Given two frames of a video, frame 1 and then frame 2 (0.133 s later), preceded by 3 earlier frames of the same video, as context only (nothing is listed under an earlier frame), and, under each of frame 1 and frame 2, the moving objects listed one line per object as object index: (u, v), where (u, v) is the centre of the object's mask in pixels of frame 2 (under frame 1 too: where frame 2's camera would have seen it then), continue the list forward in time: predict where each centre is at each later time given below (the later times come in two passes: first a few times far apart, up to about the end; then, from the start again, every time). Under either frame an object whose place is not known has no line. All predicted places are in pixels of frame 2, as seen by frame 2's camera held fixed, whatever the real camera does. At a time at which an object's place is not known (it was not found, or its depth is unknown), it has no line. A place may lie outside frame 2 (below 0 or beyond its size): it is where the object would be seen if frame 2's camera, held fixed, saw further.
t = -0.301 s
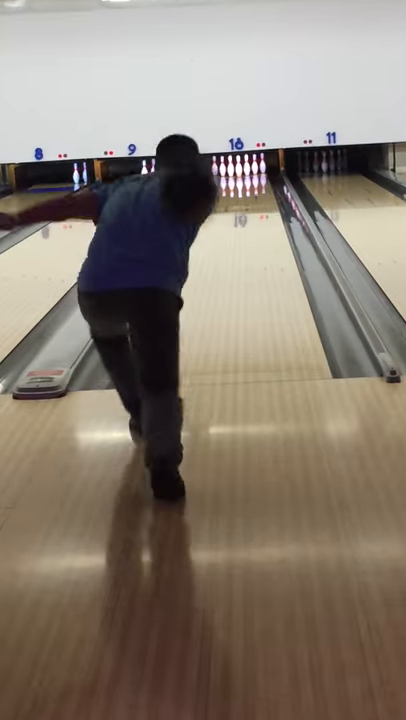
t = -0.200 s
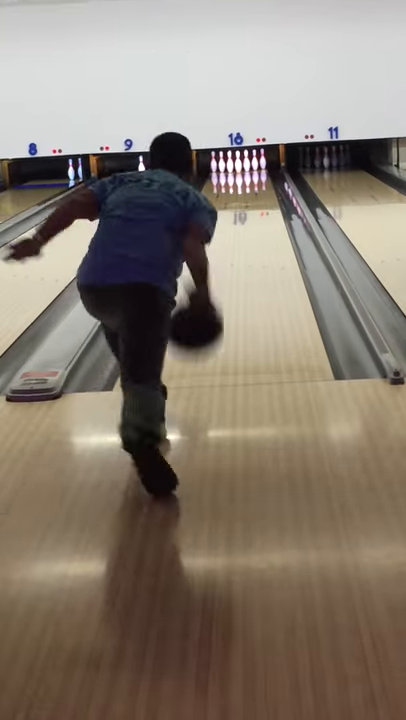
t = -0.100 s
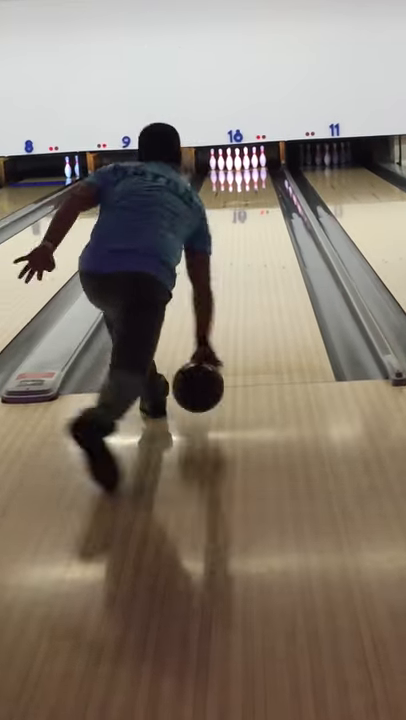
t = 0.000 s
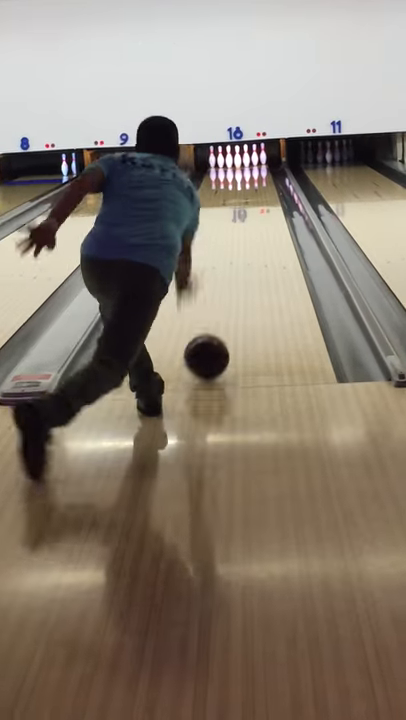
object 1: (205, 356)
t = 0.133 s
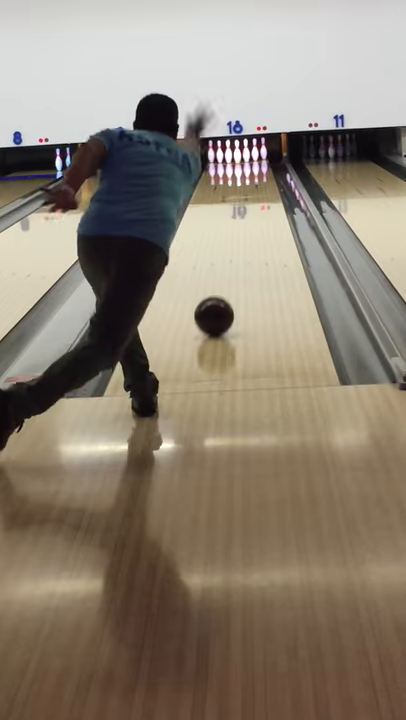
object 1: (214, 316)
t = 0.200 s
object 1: (217, 299)
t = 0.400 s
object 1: (223, 261)
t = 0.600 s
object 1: (226, 235)
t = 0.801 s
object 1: (229, 216)
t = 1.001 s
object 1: (232, 202)
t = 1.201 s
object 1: (235, 190)
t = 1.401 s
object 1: (239, 180)
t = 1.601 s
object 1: (237, 171)
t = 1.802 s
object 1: (237, 163)
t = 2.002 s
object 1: (239, 154)
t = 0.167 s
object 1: (215, 307)
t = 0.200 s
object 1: (217, 299)
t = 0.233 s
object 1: (218, 292)
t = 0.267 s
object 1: (219, 285)
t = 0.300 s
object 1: (220, 278)
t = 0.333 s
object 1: (221, 272)
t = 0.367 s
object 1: (222, 267)
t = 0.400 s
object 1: (223, 261)
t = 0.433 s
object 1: (224, 256)
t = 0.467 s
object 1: (225, 251)
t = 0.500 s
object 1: (225, 247)
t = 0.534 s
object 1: (225, 243)
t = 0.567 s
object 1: (226, 238)
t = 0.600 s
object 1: (226, 235)
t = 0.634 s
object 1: (226, 231)
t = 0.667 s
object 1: (227, 228)
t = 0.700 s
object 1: (228, 225)
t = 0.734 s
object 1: (228, 222)
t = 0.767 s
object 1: (229, 219)
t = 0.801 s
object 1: (229, 216)
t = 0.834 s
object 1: (230, 213)
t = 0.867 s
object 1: (230, 210)
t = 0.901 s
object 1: (231, 208)
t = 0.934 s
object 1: (231, 207)
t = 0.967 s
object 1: (232, 204)
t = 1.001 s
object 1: (232, 202)
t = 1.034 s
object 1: (233, 200)
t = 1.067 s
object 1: (233, 198)
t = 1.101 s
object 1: (234, 197)
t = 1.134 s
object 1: (235, 195)
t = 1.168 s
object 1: (235, 193)
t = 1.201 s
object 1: (235, 190)
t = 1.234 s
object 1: (236, 190)
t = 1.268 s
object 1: (236, 187)
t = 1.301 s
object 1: (236, 186)
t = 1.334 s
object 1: (236, 184)
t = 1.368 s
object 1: (237, 182)
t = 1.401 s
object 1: (239, 180)
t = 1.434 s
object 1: (235, 178)
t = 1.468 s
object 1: (237, 177)
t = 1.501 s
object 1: (237, 176)
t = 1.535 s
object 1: (237, 174)
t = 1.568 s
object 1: (238, 172)
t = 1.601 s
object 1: (237, 171)
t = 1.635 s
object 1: (237, 170)
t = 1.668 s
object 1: (238, 168)
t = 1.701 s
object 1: (238, 167)
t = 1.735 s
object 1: (238, 166)
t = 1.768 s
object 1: (238, 164)
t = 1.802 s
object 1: (237, 163)
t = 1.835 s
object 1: (237, 162)
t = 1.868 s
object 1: (238, 160)
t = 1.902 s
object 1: (238, 159)
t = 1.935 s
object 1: (238, 157)
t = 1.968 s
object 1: (238, 156)
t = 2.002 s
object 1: (239, 154)
